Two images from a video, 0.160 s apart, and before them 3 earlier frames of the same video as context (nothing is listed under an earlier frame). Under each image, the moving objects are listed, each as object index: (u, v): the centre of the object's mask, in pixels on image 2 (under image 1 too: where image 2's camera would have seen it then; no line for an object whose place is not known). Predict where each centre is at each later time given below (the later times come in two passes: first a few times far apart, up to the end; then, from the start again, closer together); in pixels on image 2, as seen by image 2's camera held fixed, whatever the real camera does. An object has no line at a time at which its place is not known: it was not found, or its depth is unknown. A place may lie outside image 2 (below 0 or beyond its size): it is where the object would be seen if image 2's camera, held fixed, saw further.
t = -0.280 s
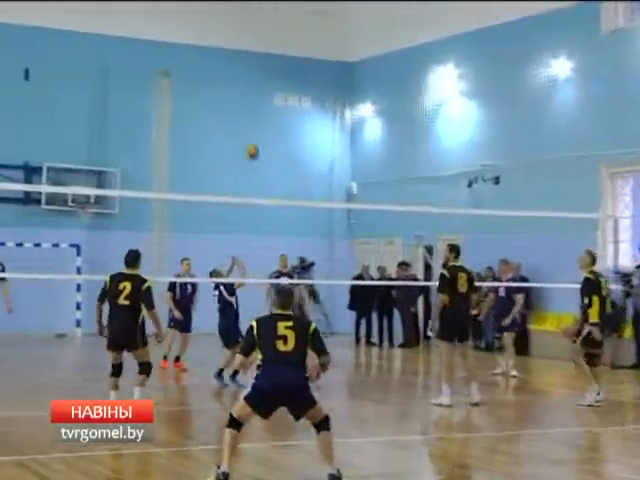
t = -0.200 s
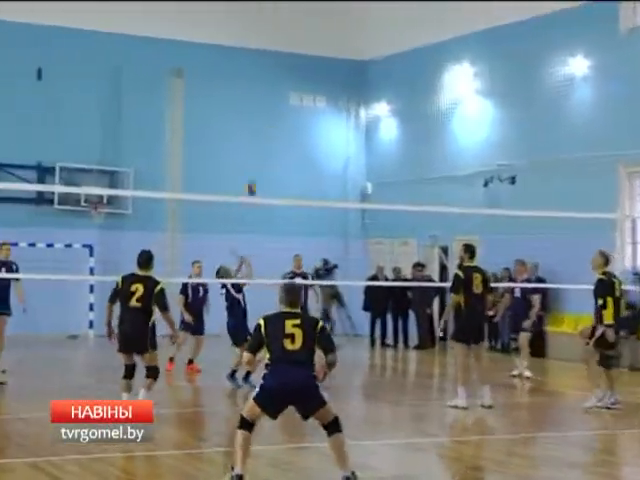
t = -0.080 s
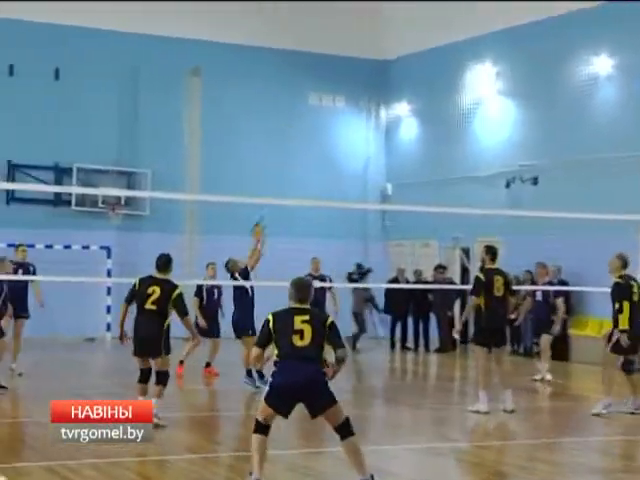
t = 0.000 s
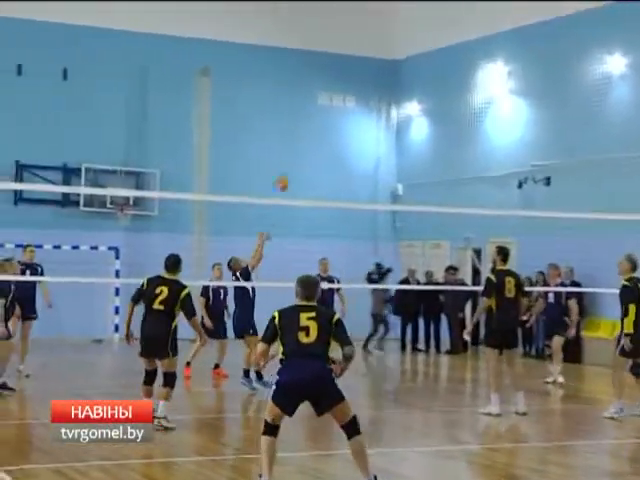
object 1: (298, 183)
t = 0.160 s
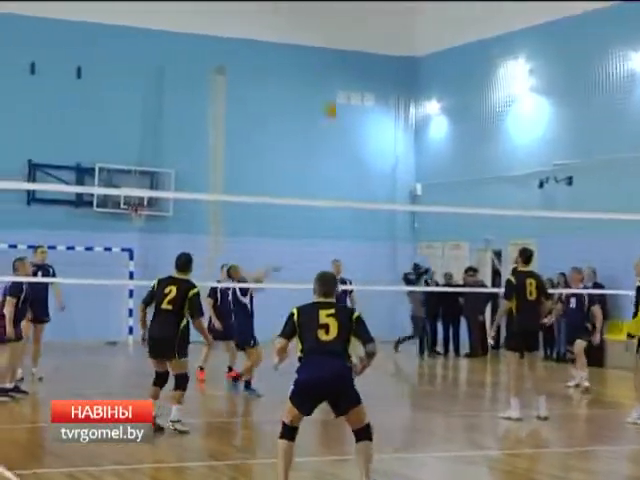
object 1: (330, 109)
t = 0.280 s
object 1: (355, 69)
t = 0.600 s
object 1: (408, 13)
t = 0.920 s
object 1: (457, 28)
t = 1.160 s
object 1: (491, 89)
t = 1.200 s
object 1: (499, 104)
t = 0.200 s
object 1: (339, 94)
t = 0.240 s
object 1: (346, 81)
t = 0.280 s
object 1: (355, 69)
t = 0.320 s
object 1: (362, 57)
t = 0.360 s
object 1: (368, 45)
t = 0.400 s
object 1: (374, 38)
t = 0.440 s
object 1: (382, 31)
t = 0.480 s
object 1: (388, 24)
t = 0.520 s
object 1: (394, 18)
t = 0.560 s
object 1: (401, 16)
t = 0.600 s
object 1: (408, 13)
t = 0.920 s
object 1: (457, 28)
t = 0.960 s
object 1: (463, 37)
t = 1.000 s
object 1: (471, 44)
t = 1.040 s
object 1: (477, 54)
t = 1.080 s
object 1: (482, 65)
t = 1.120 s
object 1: (486, 77)
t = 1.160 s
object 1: (491, 89)
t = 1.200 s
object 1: (499, 104)
